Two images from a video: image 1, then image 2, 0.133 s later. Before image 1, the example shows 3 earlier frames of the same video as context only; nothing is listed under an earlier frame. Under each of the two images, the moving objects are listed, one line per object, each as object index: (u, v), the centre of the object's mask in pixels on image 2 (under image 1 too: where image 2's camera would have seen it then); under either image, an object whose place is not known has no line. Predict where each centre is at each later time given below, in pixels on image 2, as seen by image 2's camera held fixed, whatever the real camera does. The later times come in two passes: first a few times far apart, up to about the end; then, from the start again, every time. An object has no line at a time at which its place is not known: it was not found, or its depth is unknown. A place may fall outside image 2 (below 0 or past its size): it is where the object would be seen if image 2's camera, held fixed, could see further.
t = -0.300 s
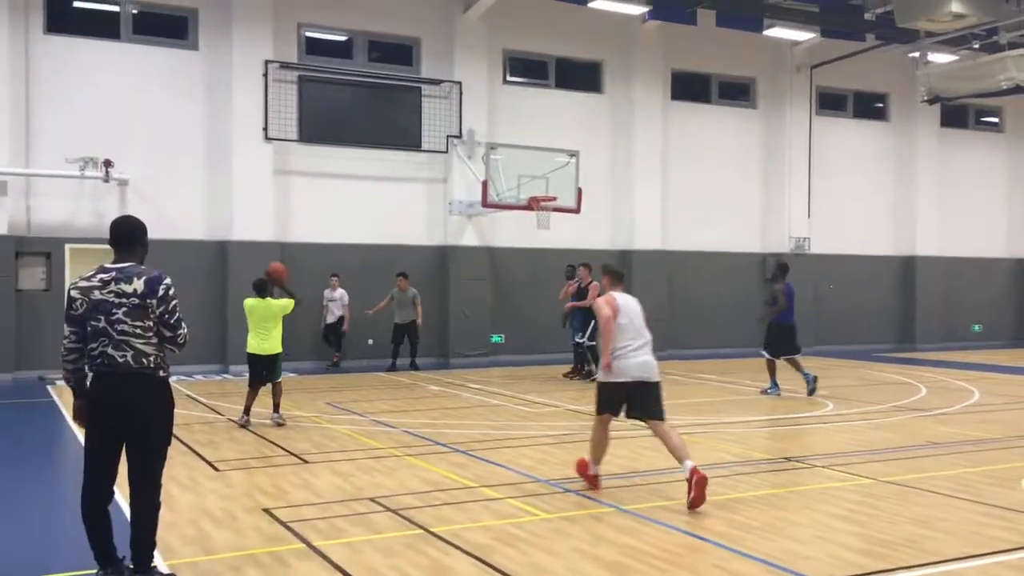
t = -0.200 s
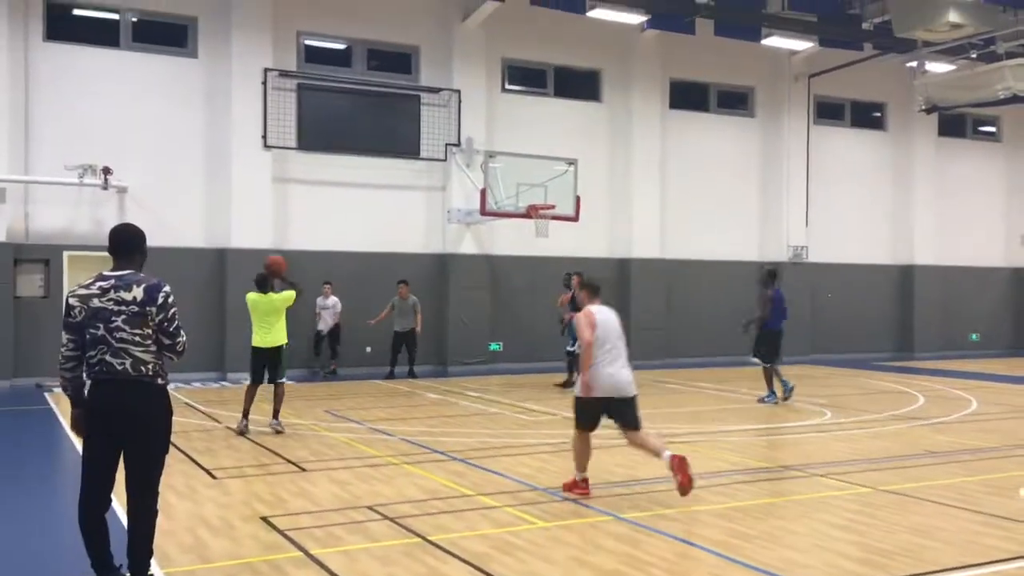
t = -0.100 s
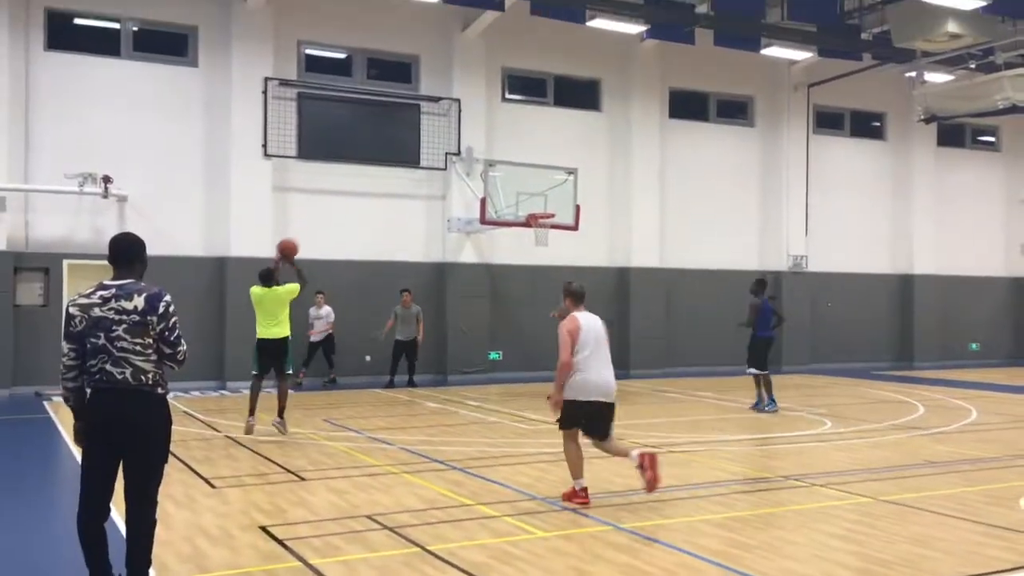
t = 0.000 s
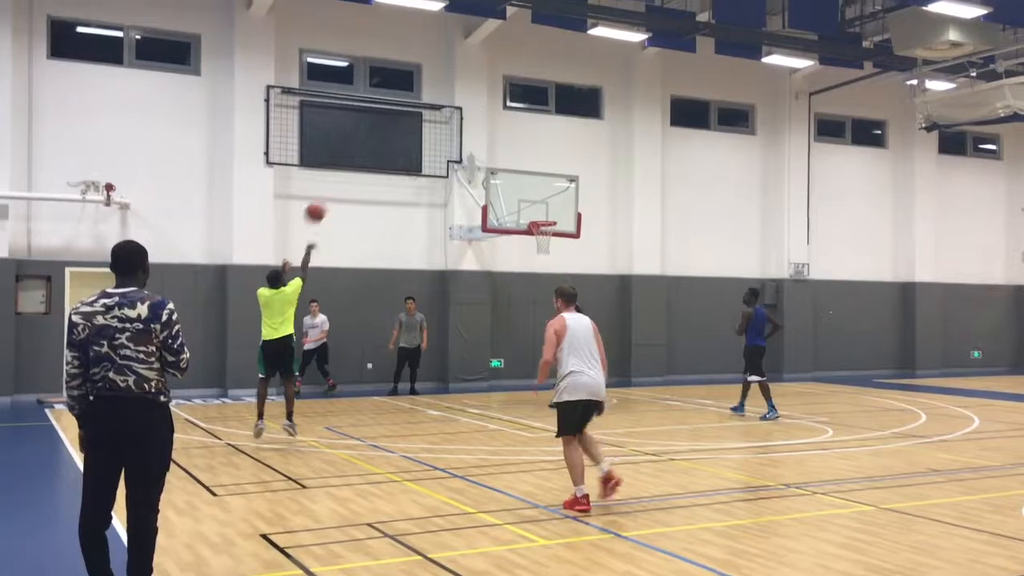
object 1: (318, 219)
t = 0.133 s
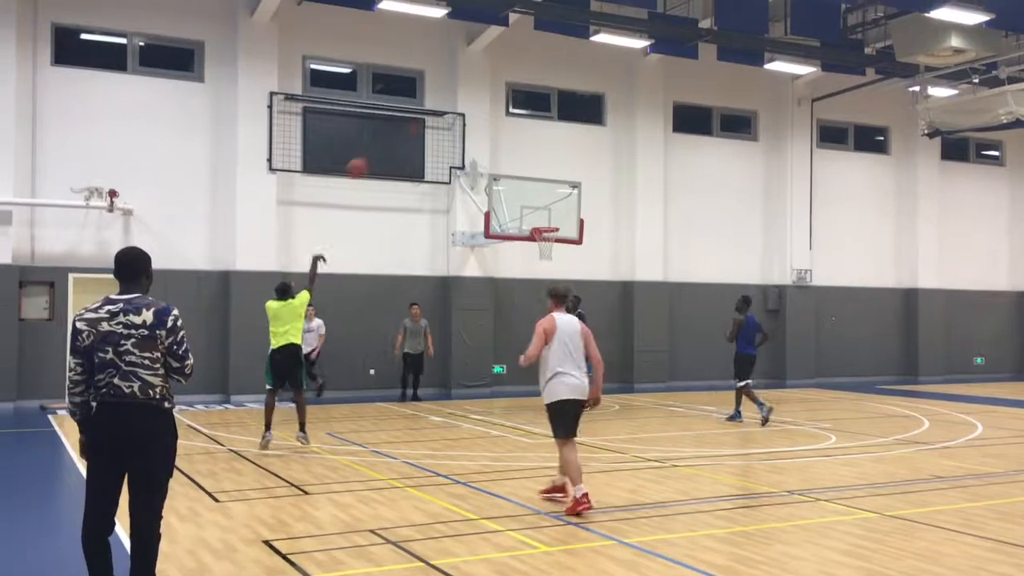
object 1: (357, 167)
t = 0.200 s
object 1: (374, 151)
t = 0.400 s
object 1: (423, 121)
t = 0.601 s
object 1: (464, 120)
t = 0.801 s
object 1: (499, 145)
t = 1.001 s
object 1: (530, 189)
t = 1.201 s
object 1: (552, 247)
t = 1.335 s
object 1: (545, 270)
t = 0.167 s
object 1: (367, 158)
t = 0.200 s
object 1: (374, 151)
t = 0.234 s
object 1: (383, 142)
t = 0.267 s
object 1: (394, 136)
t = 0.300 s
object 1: (400, 131)
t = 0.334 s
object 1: (407, 127)
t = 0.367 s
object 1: (416, 125)
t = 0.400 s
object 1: (423, 121)
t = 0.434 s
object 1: (429, 119)
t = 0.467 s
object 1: (438, 118)
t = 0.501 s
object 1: (444, 117)
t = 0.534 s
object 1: (450, 118)
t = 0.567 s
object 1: (457, 119)
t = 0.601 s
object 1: (464, 120)
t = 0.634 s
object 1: (470, 123)
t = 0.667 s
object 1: (476, 126)
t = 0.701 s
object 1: (482, 130)
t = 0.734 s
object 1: (488, 134)
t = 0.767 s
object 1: (494, 139)
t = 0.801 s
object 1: (499, 145)
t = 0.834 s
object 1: (505, 151)
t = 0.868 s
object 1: (510, 157)
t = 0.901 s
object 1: (515, 164)
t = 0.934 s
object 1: (520, 172)
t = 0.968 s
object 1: (526, 180)
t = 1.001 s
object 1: (530, 189)
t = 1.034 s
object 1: (535, 197)
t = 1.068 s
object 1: (539, 207)
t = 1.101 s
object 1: (544, 217)
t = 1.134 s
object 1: (550, 227)
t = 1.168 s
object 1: (550, 236)
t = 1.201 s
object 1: (552, 247)
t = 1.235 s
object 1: (550, 251)
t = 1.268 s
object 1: (548, 257)
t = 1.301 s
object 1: (547, 263)
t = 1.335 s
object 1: (545, 270)
